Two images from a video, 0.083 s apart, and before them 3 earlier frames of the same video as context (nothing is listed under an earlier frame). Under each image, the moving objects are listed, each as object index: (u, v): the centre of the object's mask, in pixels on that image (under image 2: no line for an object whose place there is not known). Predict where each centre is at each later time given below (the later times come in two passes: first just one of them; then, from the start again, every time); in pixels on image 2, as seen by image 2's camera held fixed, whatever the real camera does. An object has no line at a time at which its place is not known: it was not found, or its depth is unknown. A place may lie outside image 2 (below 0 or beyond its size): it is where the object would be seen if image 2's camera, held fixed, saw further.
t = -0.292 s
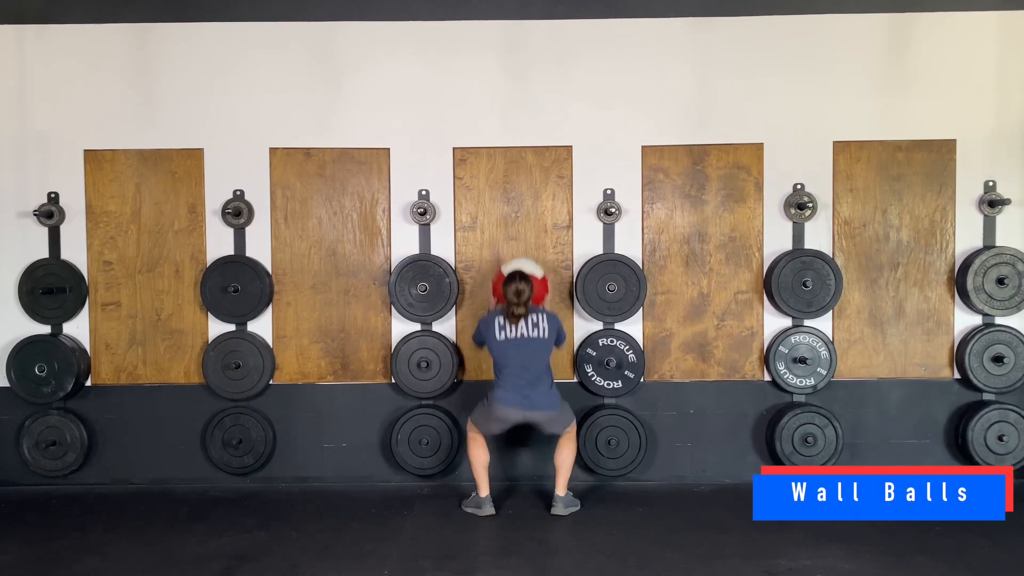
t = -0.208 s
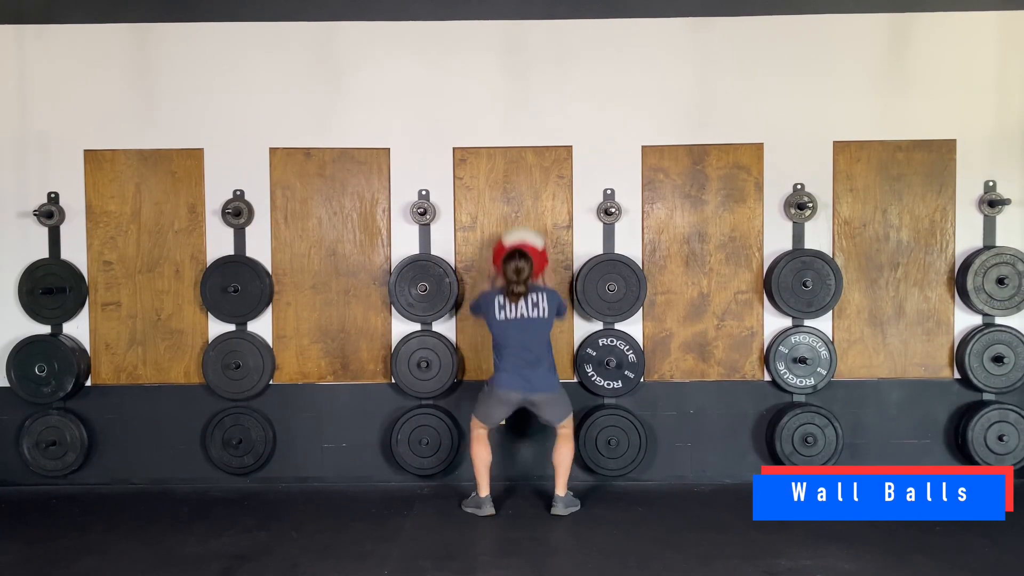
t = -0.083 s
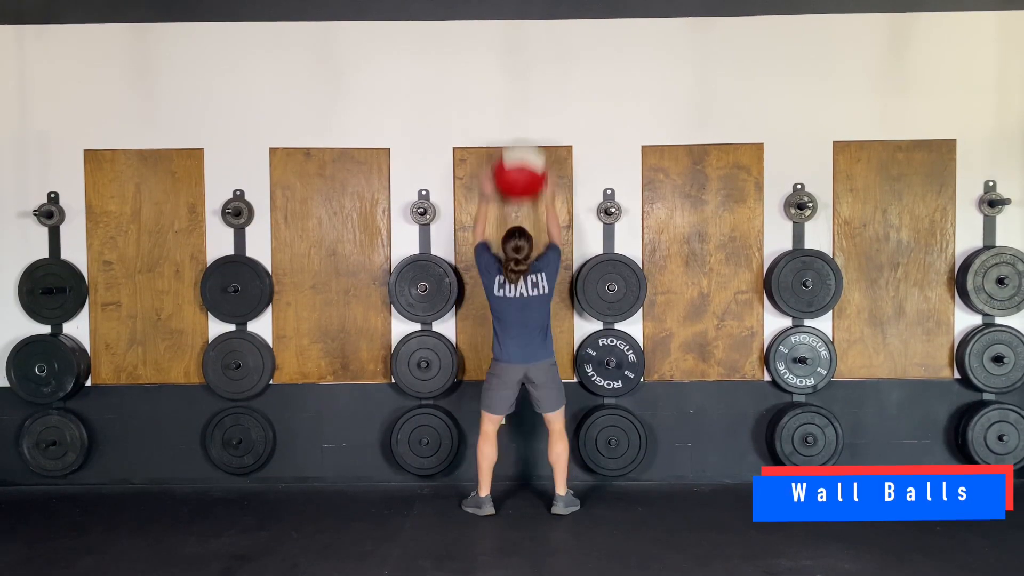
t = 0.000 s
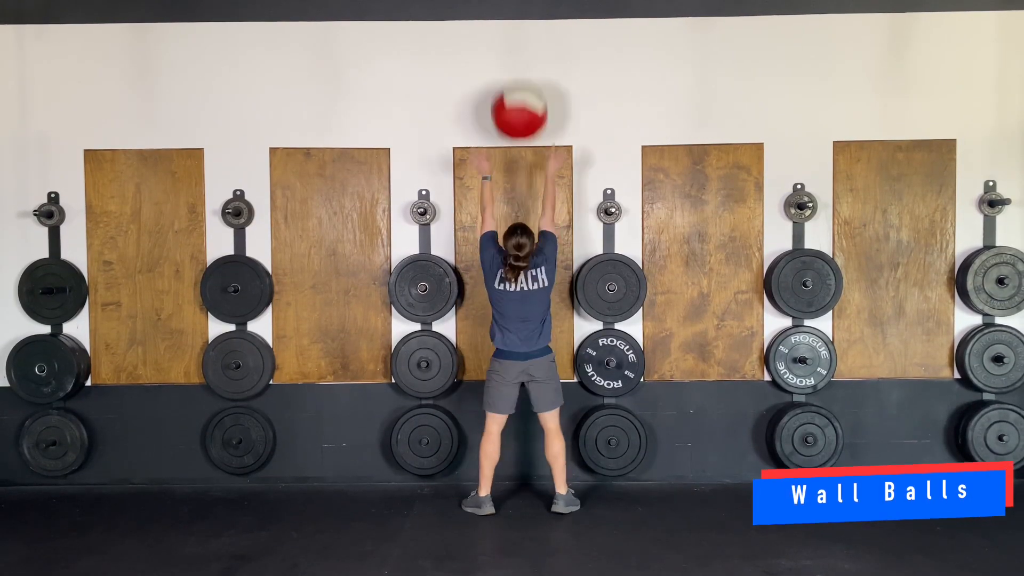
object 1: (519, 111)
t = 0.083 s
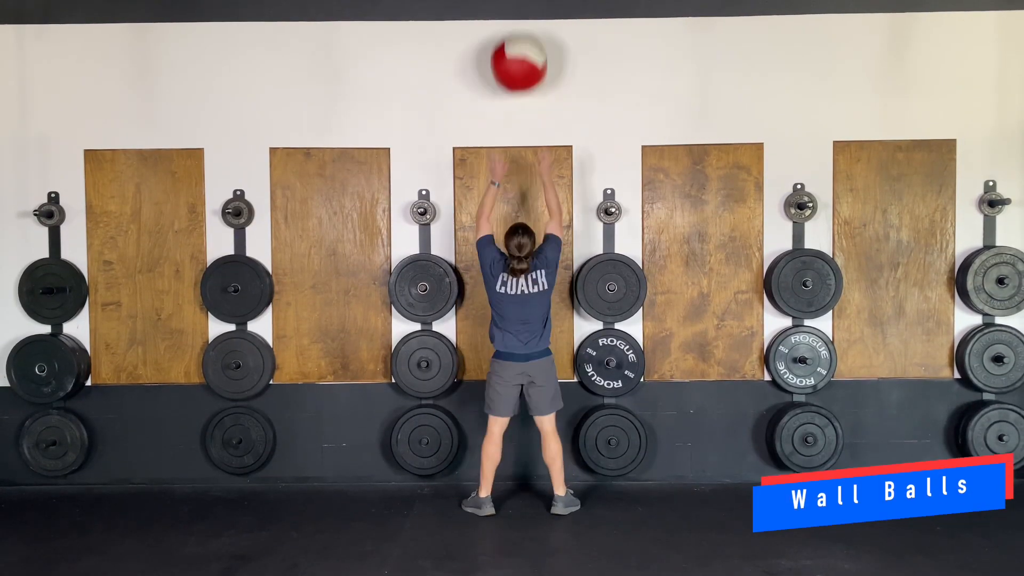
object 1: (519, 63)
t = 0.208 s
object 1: (518, 18)
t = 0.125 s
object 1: (519, 42)
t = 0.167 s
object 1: (519, 26)
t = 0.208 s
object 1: (518, 18)
